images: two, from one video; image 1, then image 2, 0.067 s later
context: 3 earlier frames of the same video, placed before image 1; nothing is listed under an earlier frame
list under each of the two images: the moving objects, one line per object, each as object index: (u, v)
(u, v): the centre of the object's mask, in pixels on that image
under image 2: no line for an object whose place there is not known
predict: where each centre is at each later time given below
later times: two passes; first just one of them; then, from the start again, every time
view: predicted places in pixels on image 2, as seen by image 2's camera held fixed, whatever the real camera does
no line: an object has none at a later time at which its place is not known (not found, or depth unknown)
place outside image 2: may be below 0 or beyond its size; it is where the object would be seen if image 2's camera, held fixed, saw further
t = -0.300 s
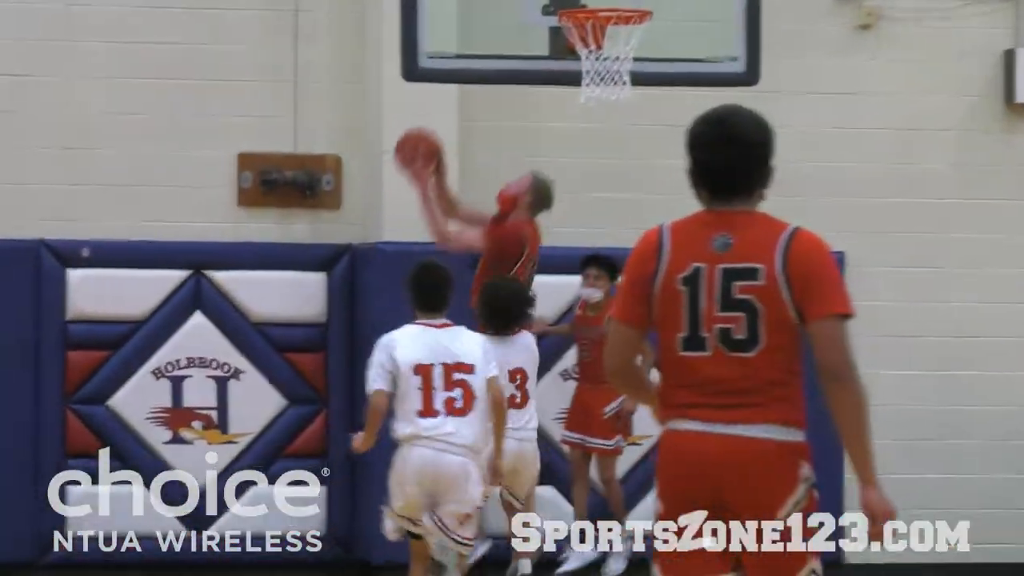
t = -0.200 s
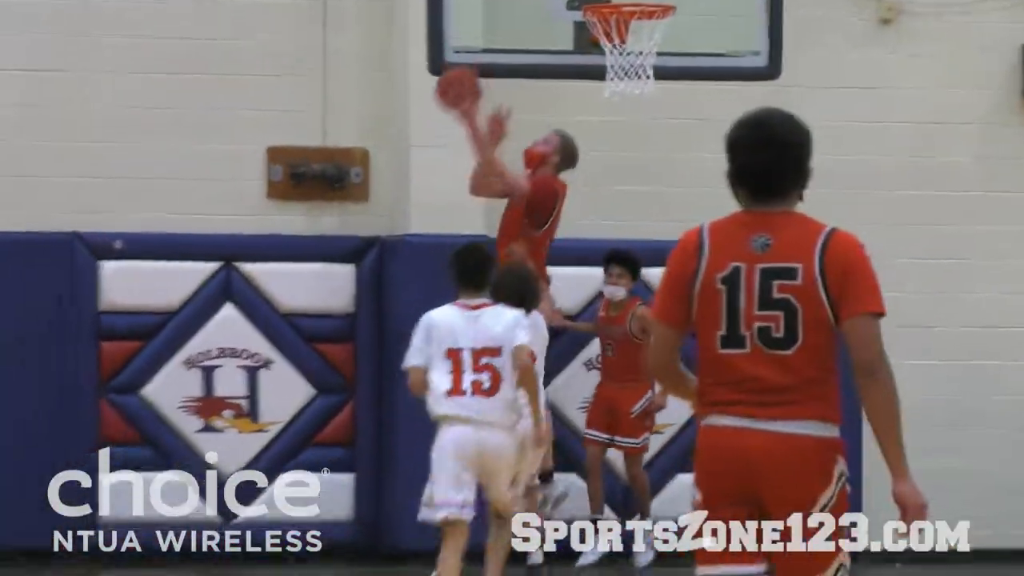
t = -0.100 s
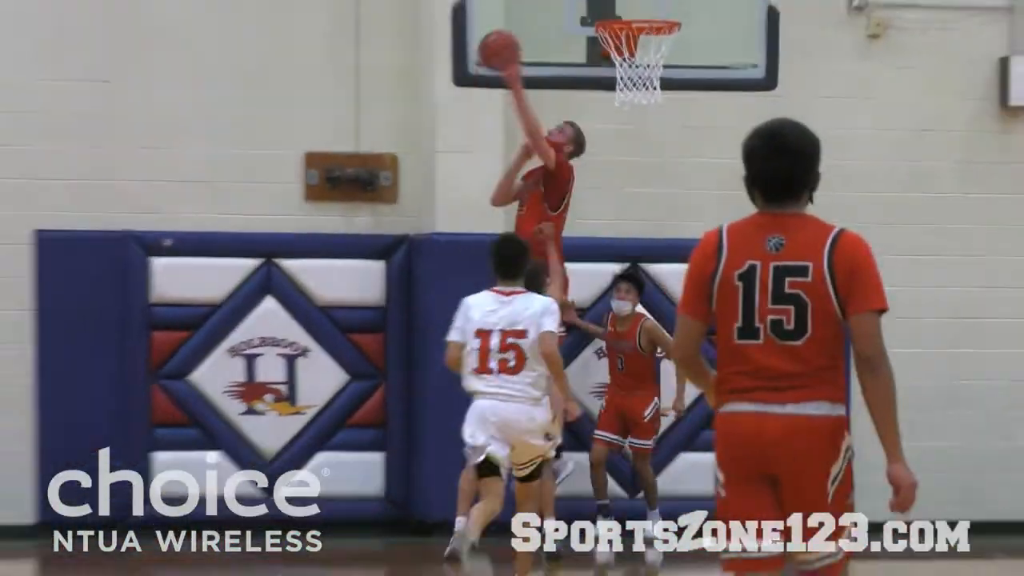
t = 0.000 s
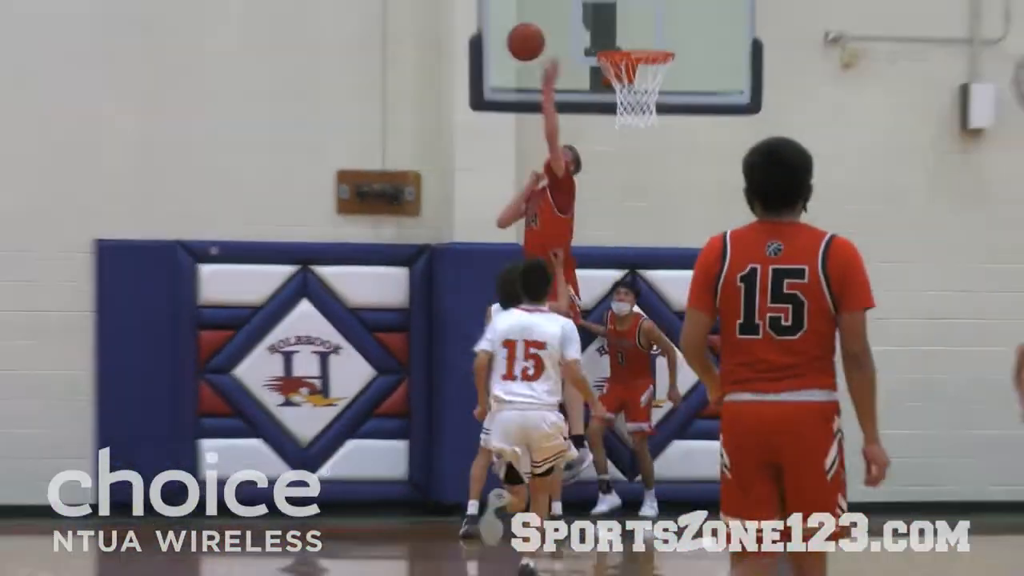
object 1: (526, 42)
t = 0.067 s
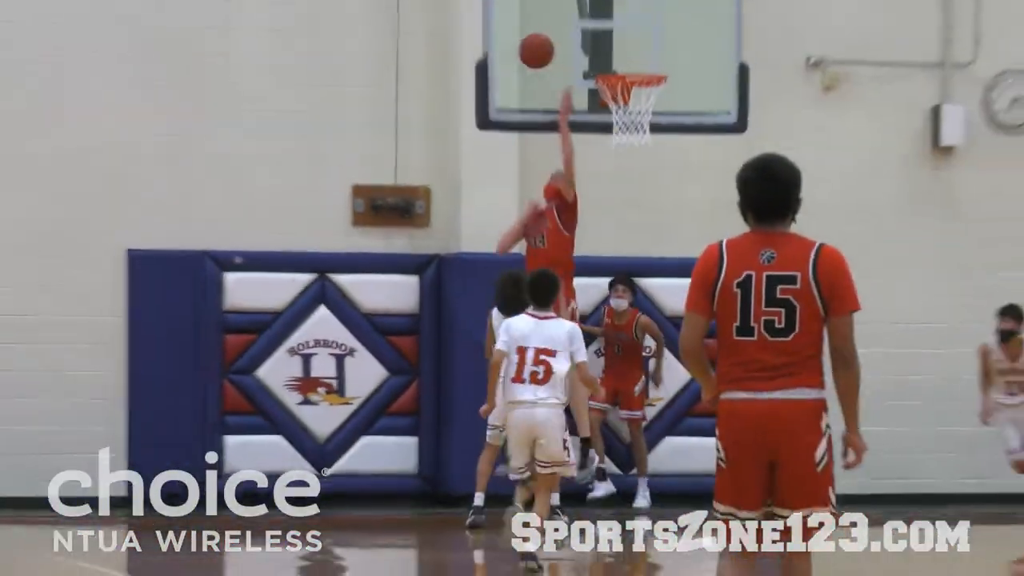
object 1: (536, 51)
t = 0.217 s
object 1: (564, 43)
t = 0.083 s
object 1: (538, 49)
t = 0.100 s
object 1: (540, 47)
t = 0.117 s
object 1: (542, 45)
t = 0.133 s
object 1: (544, 44)
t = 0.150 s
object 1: (548, 43)
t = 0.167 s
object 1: (553, 42)
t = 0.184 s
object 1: (557, 42)
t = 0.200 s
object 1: (560, 43)
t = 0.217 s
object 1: (564, 43)
